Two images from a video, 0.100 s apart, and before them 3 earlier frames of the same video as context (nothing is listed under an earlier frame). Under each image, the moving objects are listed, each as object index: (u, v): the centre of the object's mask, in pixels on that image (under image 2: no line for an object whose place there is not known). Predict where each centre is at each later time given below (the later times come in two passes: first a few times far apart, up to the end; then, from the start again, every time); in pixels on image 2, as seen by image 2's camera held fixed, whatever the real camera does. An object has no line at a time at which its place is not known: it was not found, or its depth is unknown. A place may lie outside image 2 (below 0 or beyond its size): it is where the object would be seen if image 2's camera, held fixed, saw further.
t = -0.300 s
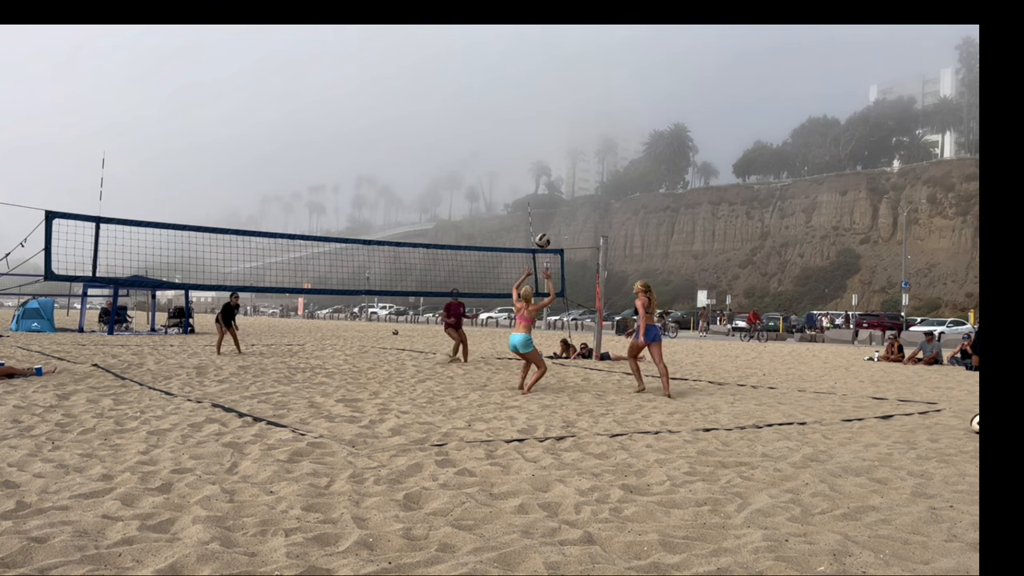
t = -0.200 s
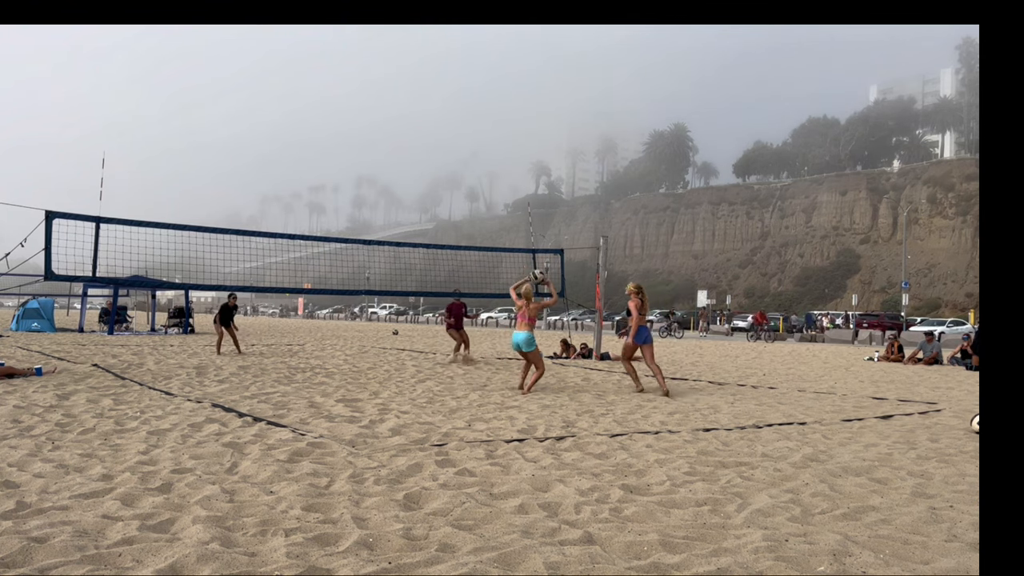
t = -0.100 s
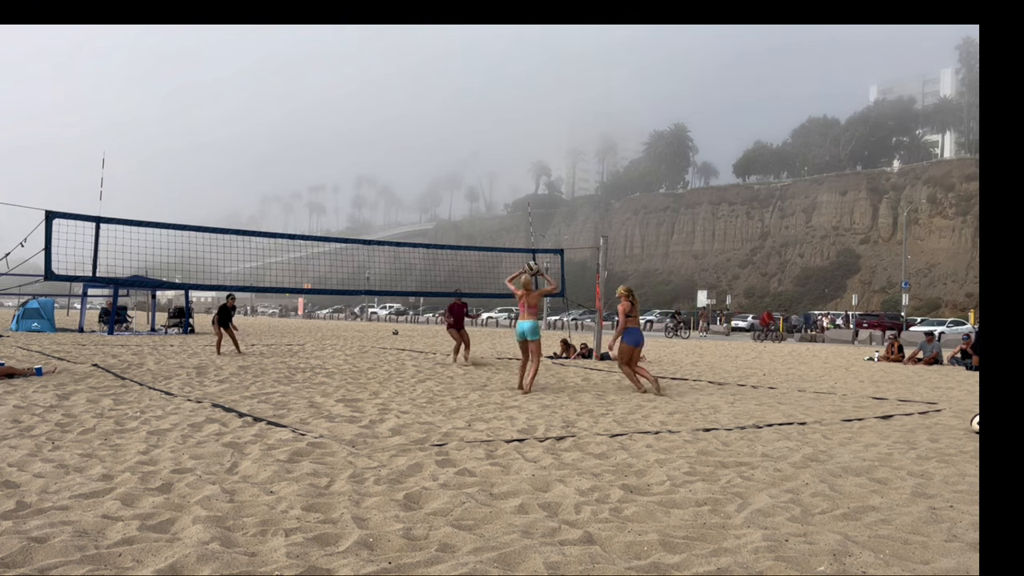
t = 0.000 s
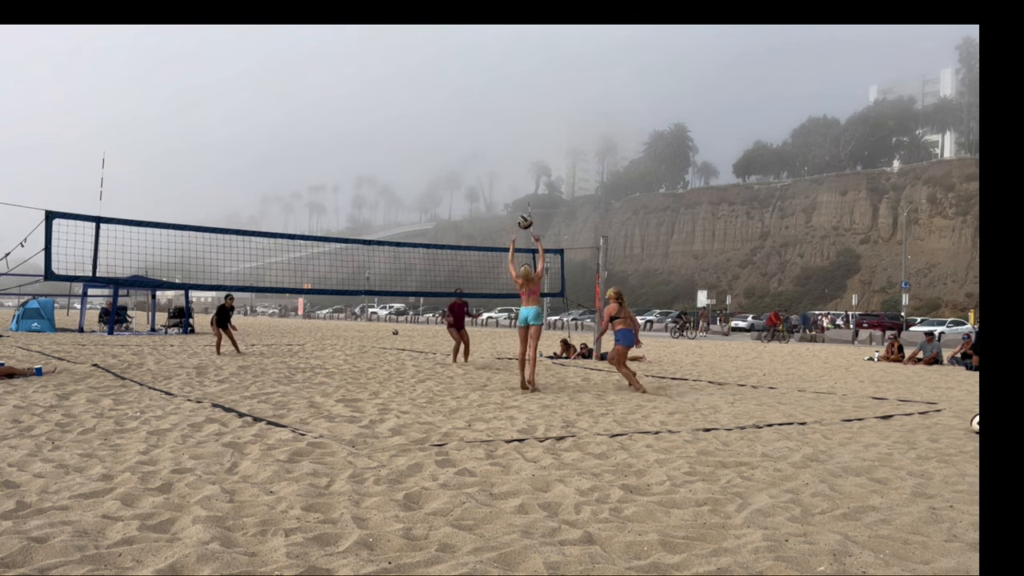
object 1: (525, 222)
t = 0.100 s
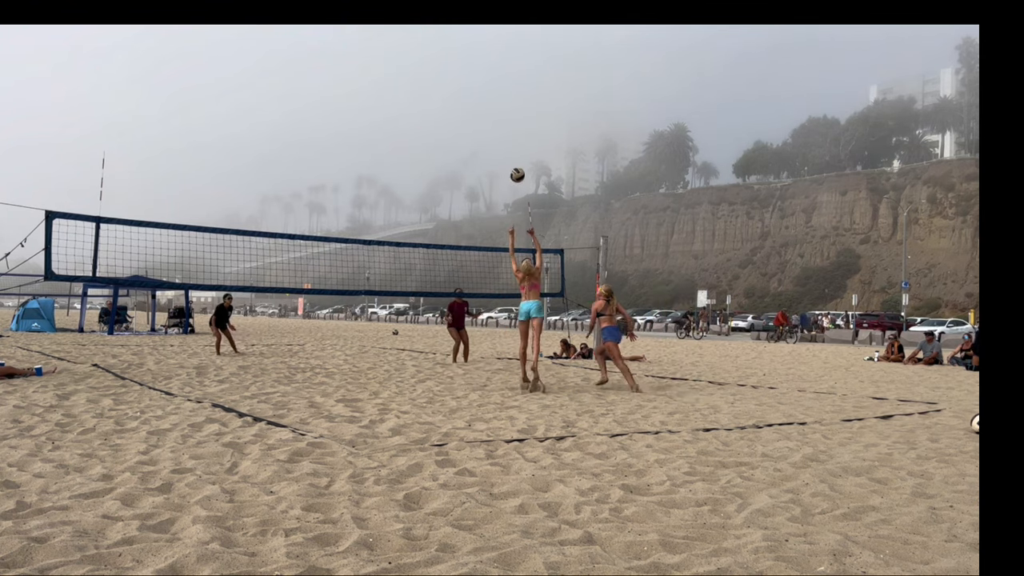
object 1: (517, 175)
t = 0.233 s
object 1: (509, 126)
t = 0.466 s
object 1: (500, 77)
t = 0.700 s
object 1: (494, 66)
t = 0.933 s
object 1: (490, 87)
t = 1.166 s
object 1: (488, 136)
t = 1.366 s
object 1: (488, 198)
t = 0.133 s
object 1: (515, 161)
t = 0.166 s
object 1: (512, 149)
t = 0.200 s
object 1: (510, 137)
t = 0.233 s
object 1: (509, 126)
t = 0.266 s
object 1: (507, 117)
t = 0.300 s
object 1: (506, 108)
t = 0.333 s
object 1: (504, 100)
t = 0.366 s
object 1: (503, 93)
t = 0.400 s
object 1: (502, 86)
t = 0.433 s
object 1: (501, 81)
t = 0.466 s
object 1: (500, 77)
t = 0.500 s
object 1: (499, 73)
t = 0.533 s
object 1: (498, 70)
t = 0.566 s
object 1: (497, 67)
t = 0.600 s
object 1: (496, 66)
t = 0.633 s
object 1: (495, 65)
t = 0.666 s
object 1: (495, 65)
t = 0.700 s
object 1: (494, 66)
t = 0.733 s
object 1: (493, 67)
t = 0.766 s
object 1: (493, 69)
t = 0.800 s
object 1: (492, 72)
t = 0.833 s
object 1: (491, 75)
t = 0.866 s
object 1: (491, 78)
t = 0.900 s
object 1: (490, 82)
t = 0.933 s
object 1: (490, 87)
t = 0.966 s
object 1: (489, 93)
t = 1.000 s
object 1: (489, 99)
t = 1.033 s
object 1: (489, 105)
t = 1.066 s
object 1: (488, 112)
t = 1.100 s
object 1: (488, 120)
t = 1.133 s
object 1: (488, 128)
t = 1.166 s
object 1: (488, 136)
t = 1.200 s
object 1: (487, 145)
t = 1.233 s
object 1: (487, 155)
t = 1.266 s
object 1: (487, 165)
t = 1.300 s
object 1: (487, 175)
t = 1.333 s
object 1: (487, 186)
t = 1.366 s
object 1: (488, 198)
